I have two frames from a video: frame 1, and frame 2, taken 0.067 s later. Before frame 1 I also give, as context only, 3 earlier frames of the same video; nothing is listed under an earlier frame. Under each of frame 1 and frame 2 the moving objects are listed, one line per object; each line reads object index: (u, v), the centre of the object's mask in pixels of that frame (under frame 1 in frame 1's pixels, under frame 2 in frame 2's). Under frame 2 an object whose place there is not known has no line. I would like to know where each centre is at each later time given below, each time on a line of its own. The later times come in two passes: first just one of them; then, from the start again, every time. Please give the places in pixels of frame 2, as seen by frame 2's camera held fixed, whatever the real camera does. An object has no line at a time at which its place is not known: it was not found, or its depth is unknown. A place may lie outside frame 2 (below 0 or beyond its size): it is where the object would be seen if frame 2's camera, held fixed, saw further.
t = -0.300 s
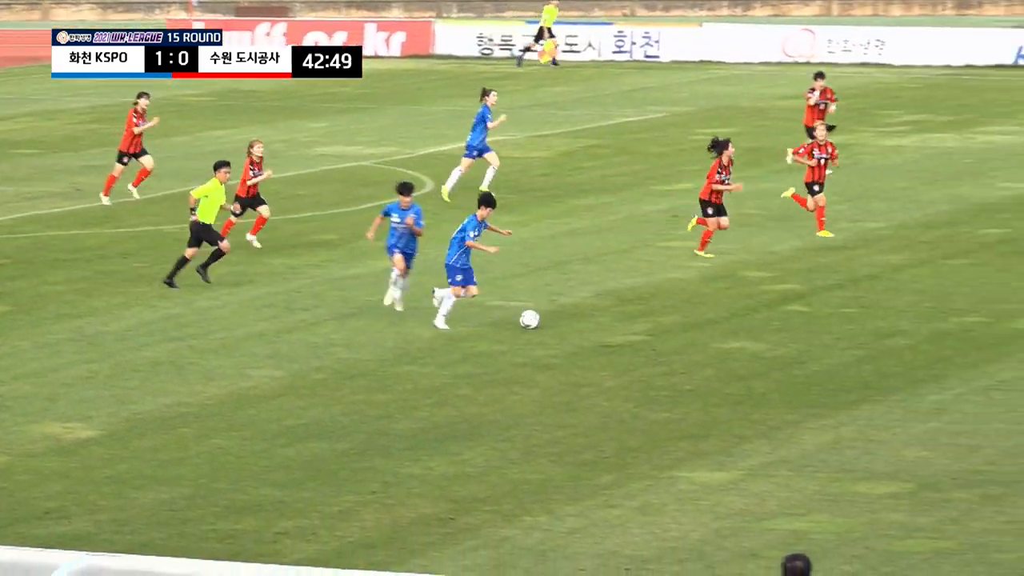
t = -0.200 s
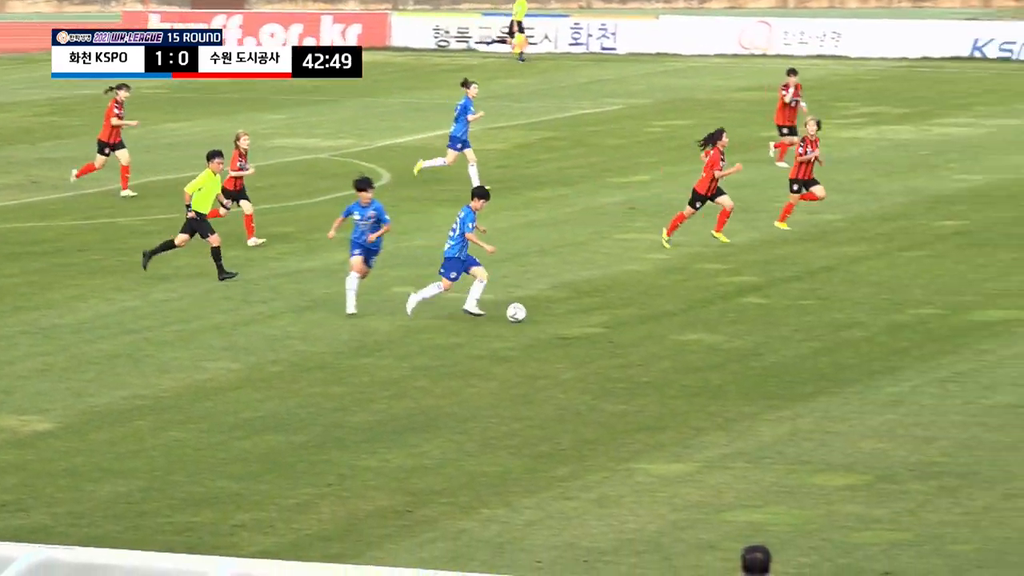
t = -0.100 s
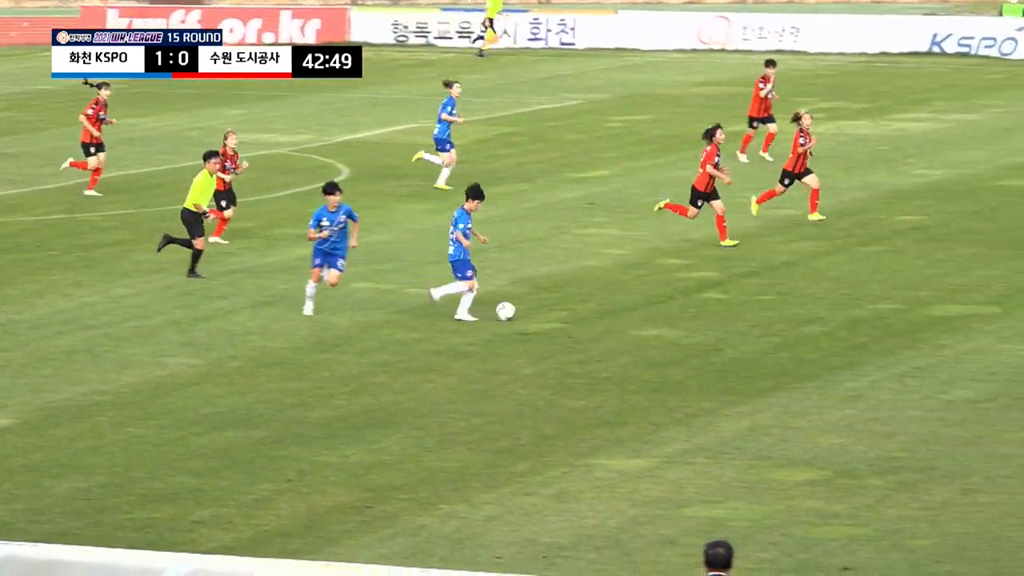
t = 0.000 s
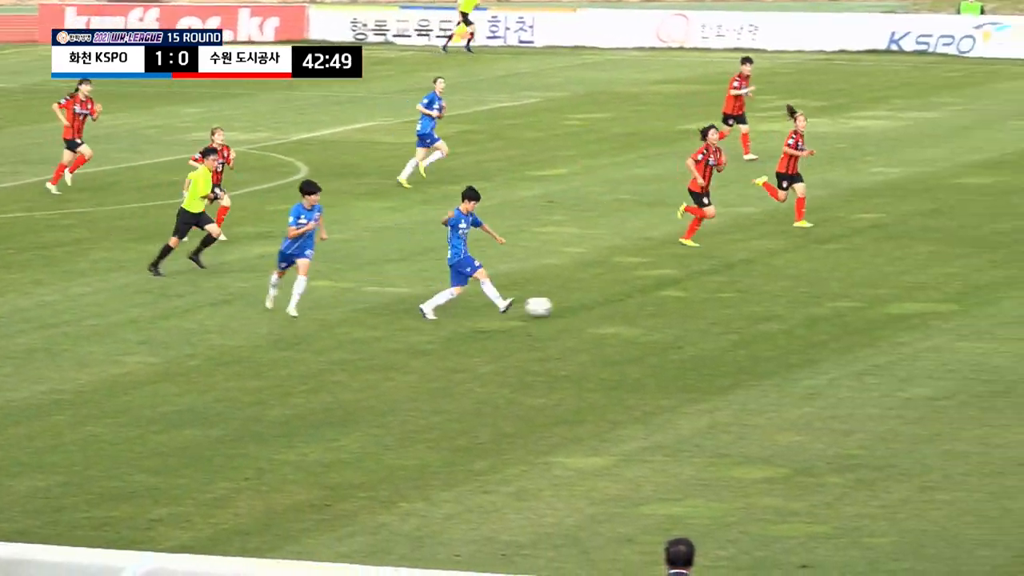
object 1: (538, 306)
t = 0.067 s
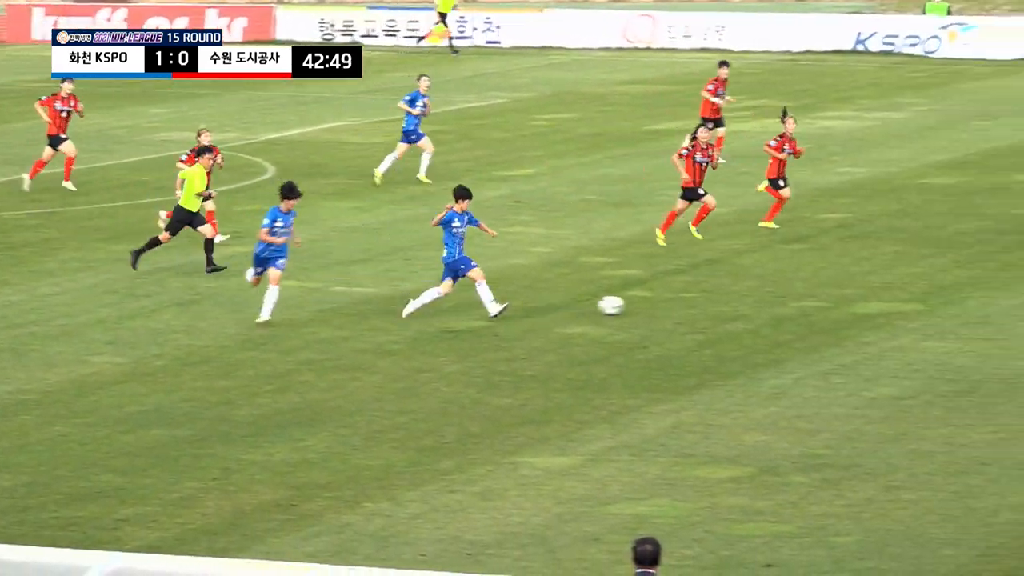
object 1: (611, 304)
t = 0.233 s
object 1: (847, 297)
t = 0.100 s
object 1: (662, 303)
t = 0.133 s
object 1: (709, 300)
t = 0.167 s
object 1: (755, 298)
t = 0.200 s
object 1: (802, 297)
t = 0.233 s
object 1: (847, 297)
